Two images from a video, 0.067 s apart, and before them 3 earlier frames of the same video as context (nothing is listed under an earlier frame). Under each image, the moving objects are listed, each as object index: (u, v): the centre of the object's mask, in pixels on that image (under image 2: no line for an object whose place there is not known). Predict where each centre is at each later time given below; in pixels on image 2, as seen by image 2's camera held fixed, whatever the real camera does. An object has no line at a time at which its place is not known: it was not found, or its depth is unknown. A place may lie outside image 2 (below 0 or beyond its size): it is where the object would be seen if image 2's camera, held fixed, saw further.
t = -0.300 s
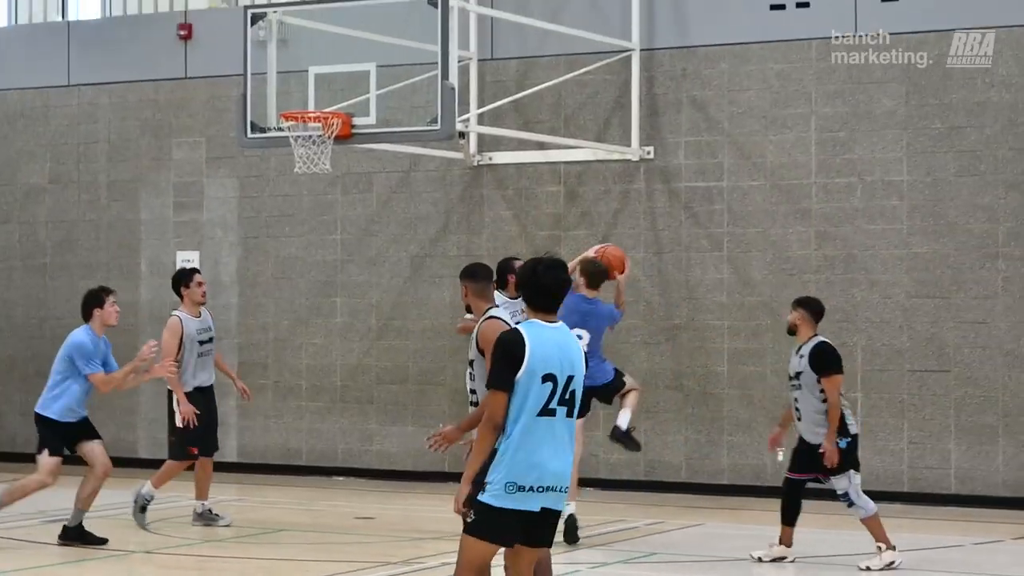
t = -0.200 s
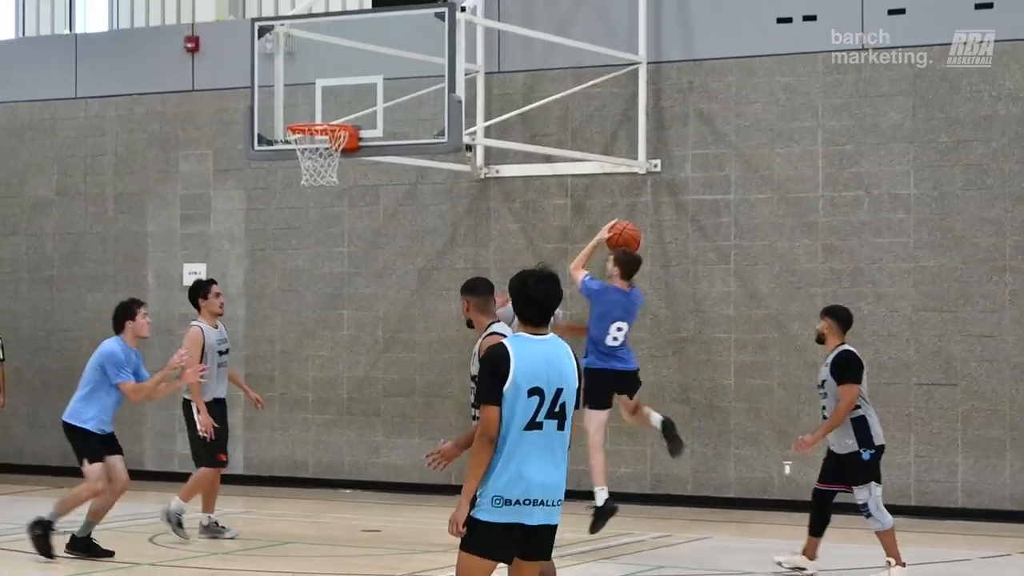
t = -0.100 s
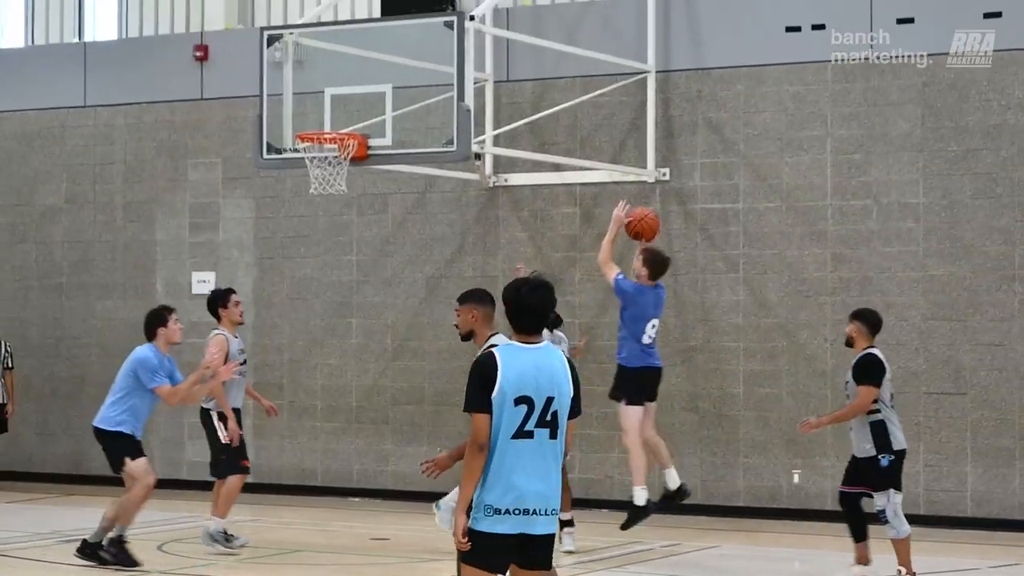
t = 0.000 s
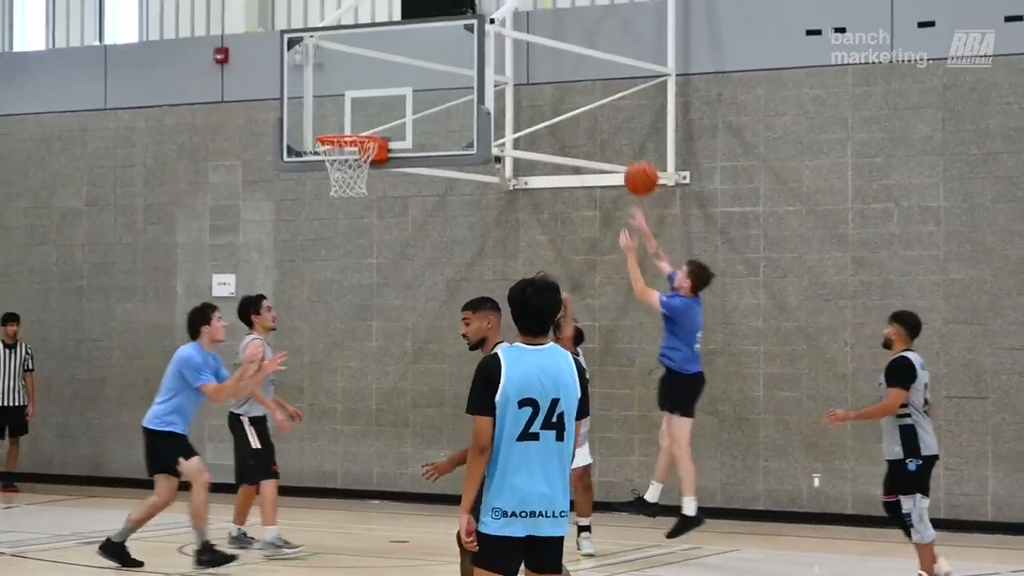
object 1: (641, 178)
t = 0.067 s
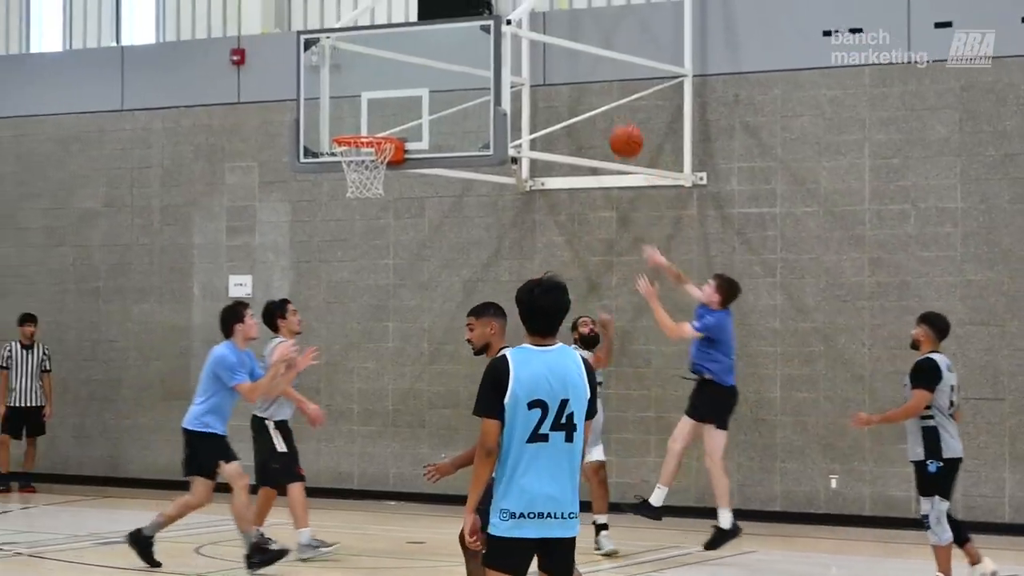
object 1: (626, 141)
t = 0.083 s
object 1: (618, 132)
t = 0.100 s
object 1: (611, 125)
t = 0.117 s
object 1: (603, 116)
